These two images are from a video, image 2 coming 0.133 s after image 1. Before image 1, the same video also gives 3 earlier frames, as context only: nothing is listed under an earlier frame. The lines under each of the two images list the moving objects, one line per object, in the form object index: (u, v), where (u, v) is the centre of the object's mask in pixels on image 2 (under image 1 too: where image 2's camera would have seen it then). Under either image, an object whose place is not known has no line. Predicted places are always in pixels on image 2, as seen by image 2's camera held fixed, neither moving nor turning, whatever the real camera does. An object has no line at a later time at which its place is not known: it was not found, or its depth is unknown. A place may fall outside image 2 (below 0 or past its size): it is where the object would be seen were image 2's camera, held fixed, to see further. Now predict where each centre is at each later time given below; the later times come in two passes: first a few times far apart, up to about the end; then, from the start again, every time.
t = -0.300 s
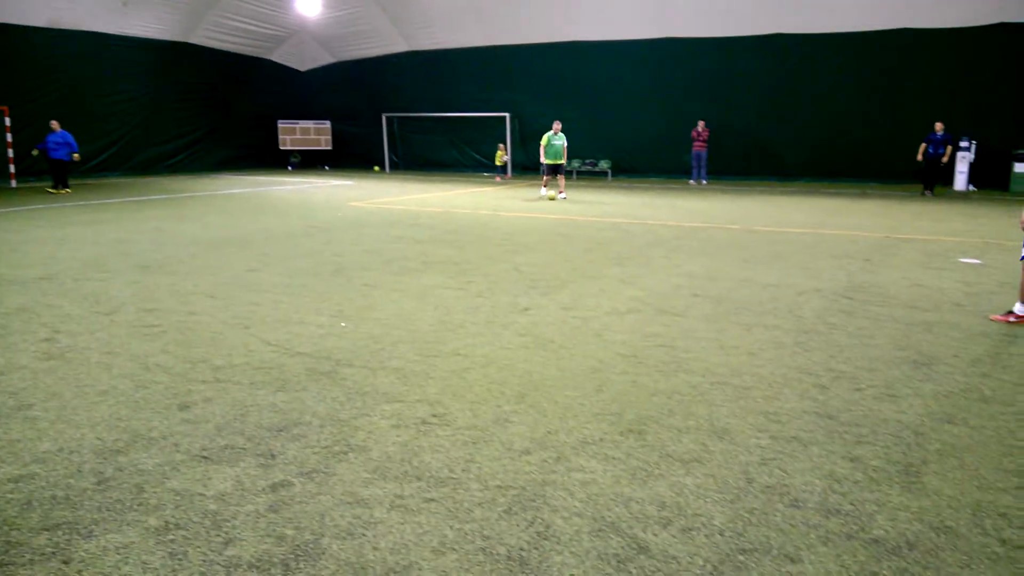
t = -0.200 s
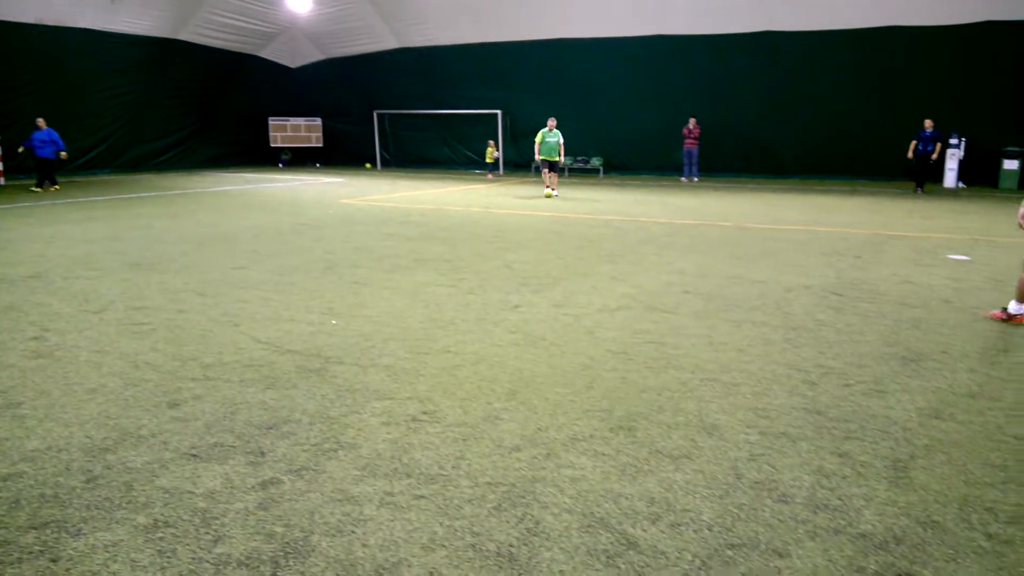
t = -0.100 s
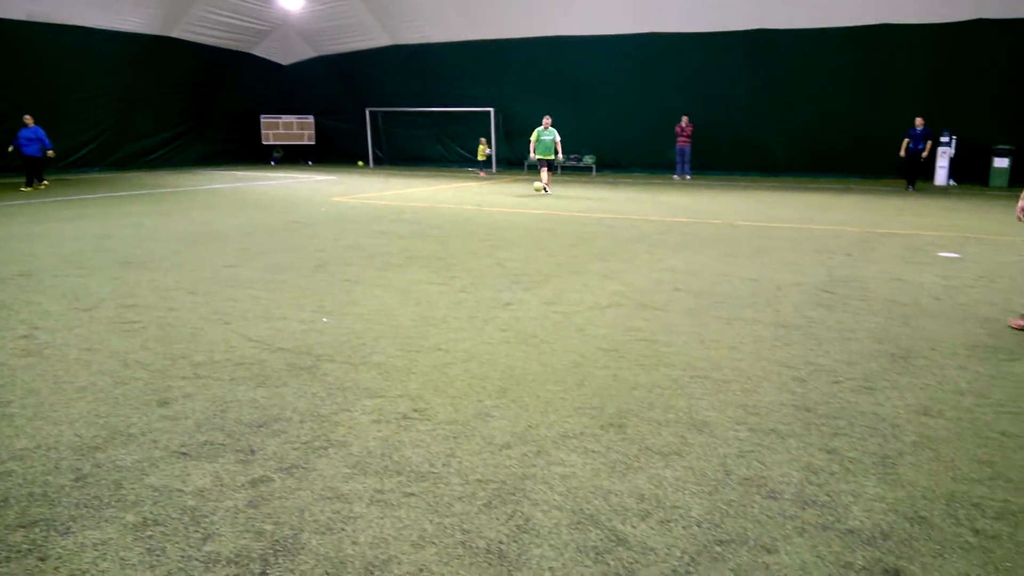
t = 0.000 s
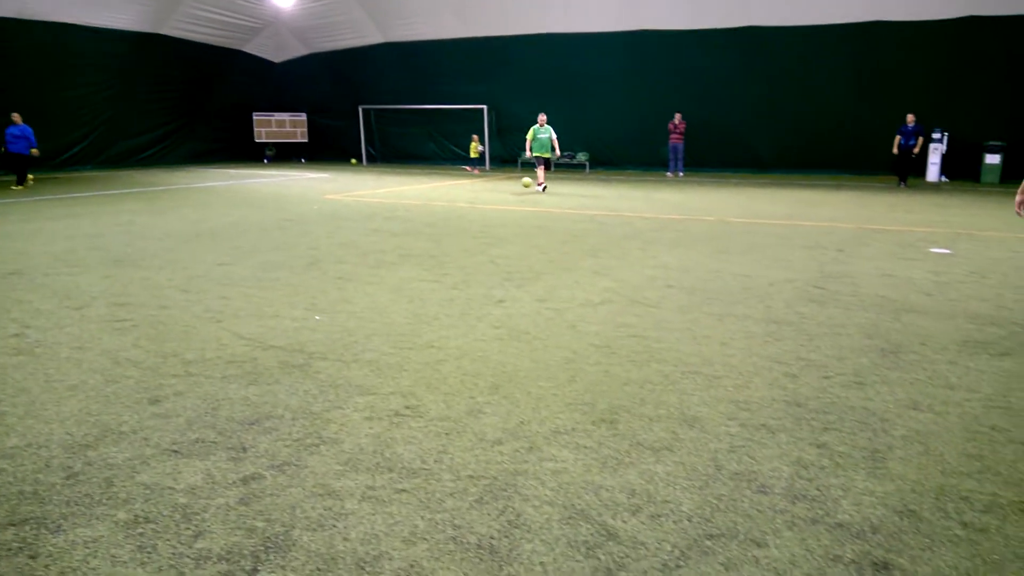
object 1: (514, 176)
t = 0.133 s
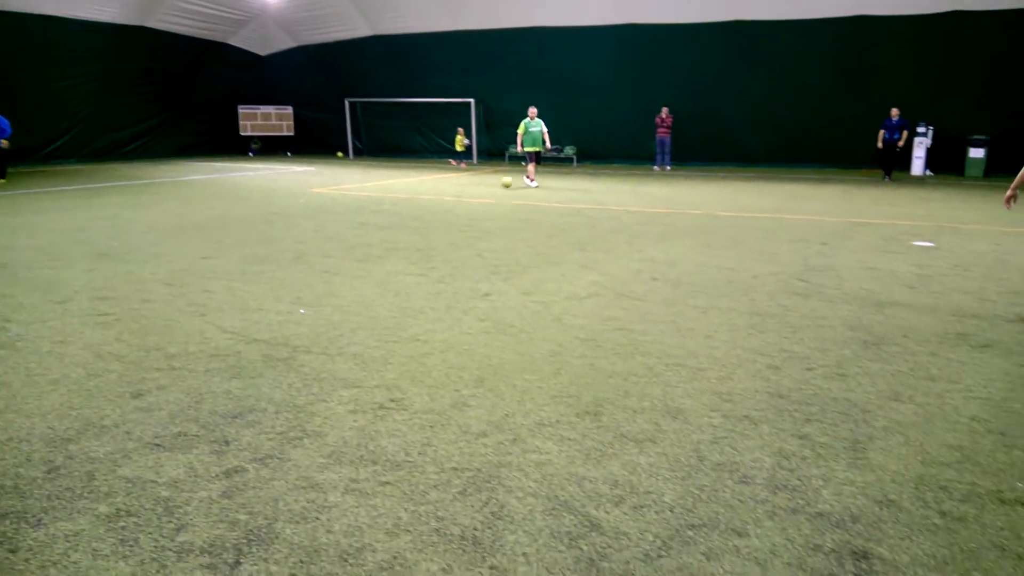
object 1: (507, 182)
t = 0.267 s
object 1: (498, 199)
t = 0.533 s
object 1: (485, 213)
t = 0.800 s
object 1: (478, 227)
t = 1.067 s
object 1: (471, 243)
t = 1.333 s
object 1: (460, 264)
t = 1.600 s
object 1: (446, 293)
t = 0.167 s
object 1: (505, 185)
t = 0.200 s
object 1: (502, 189)
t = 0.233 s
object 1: (500, 193)
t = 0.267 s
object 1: (498, 199)
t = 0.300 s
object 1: (495, 203)
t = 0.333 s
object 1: (494, 203)
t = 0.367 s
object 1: (493, 203)
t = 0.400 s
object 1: (491, 203)
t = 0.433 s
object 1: (490, 205)
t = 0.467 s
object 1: (489, 207)
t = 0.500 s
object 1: (487, 209)
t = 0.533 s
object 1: (485, 213)
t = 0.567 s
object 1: (484, 217)
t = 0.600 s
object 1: (483, 217)
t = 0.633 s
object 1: (483, 218)
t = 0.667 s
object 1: (482, 220)
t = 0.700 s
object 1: (481, 223)
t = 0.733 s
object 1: (480, 225)
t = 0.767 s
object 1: (479, 226)
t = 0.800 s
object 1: (478, 227)
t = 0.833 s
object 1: (478, 229)
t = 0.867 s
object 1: (477, 232)
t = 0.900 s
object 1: (476, 234)
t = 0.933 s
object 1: (475, 236)
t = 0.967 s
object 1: (474, 238)
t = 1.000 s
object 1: (473, 240)
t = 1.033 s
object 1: (472, 241)
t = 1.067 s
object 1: (471, 243)
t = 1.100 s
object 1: (469, 247)
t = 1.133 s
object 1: (468, 249)
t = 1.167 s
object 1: (467, 251)
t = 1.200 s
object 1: (466, 253)
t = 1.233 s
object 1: (464, 257)
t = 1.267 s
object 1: (463, 259)
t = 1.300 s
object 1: (462, 261)
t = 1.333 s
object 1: (460, 264)
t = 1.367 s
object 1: (458, 268)
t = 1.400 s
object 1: (457, 271)
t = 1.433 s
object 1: (455, 274)
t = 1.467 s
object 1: (453, 278)
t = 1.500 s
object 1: (452, 281)
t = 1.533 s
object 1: (450, 285)
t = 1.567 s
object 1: (448, 289)
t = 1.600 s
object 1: (446, 293)
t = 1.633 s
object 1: (444, 297)
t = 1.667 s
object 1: (442, 302)
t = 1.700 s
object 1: (439, 306)
